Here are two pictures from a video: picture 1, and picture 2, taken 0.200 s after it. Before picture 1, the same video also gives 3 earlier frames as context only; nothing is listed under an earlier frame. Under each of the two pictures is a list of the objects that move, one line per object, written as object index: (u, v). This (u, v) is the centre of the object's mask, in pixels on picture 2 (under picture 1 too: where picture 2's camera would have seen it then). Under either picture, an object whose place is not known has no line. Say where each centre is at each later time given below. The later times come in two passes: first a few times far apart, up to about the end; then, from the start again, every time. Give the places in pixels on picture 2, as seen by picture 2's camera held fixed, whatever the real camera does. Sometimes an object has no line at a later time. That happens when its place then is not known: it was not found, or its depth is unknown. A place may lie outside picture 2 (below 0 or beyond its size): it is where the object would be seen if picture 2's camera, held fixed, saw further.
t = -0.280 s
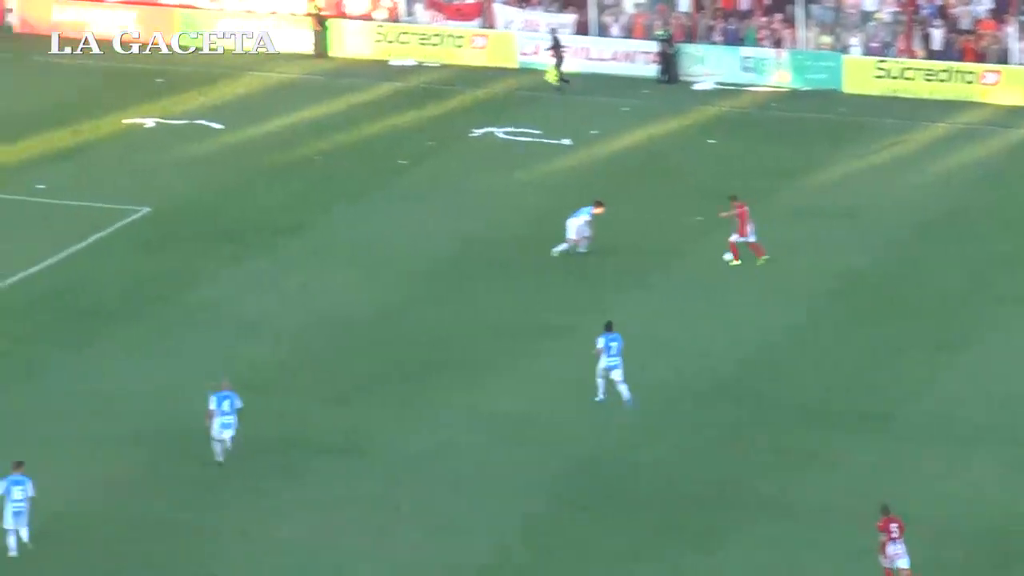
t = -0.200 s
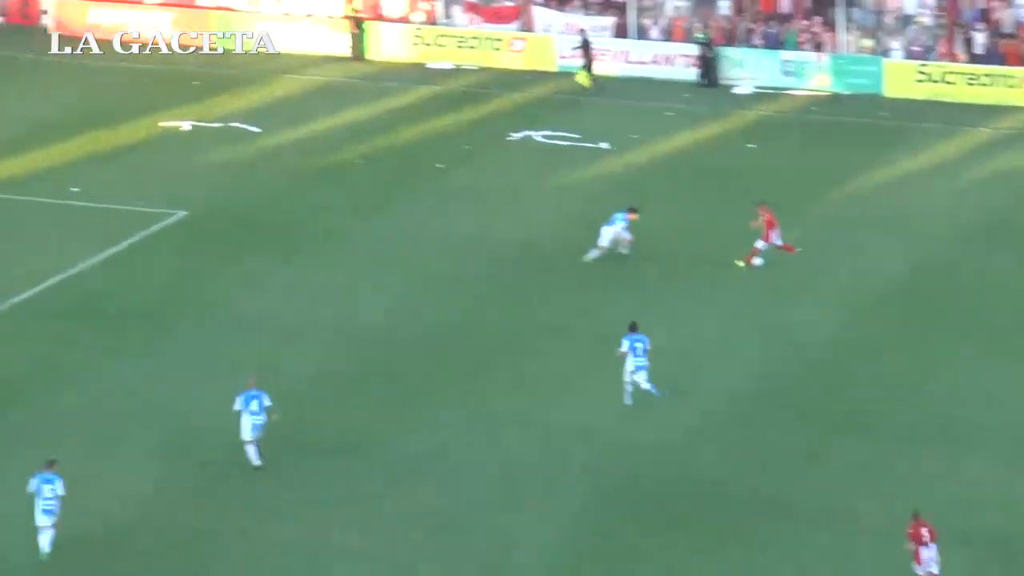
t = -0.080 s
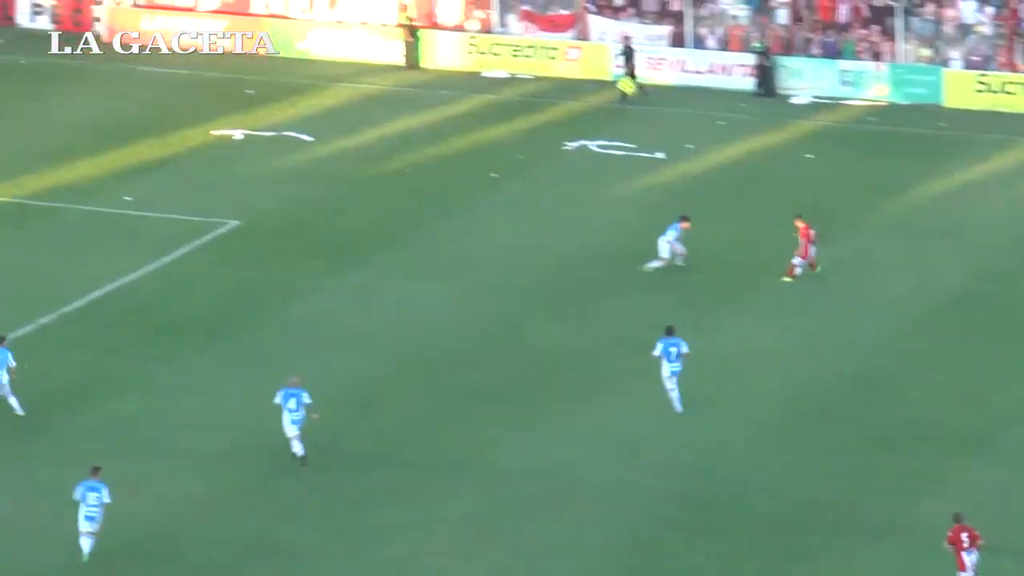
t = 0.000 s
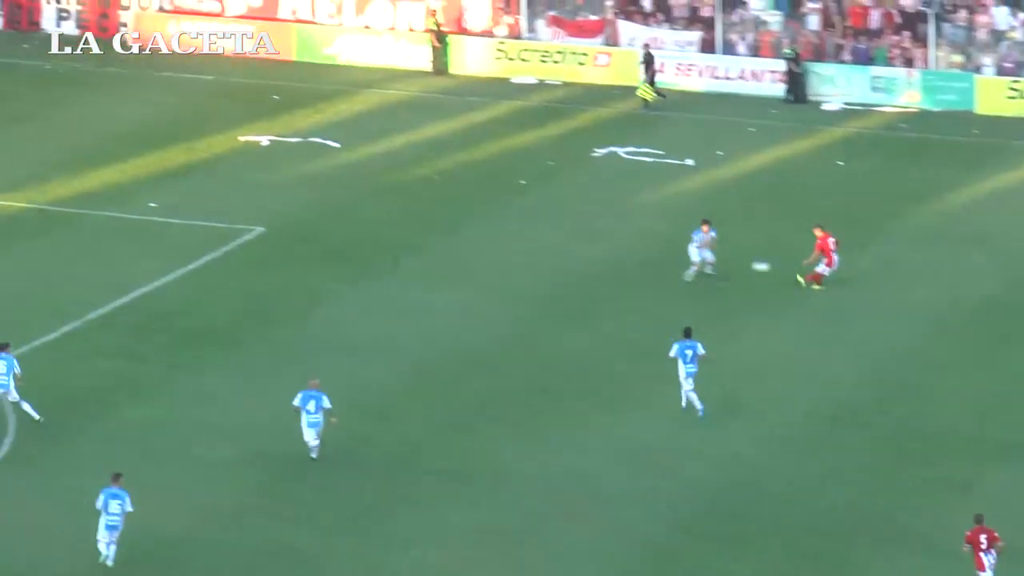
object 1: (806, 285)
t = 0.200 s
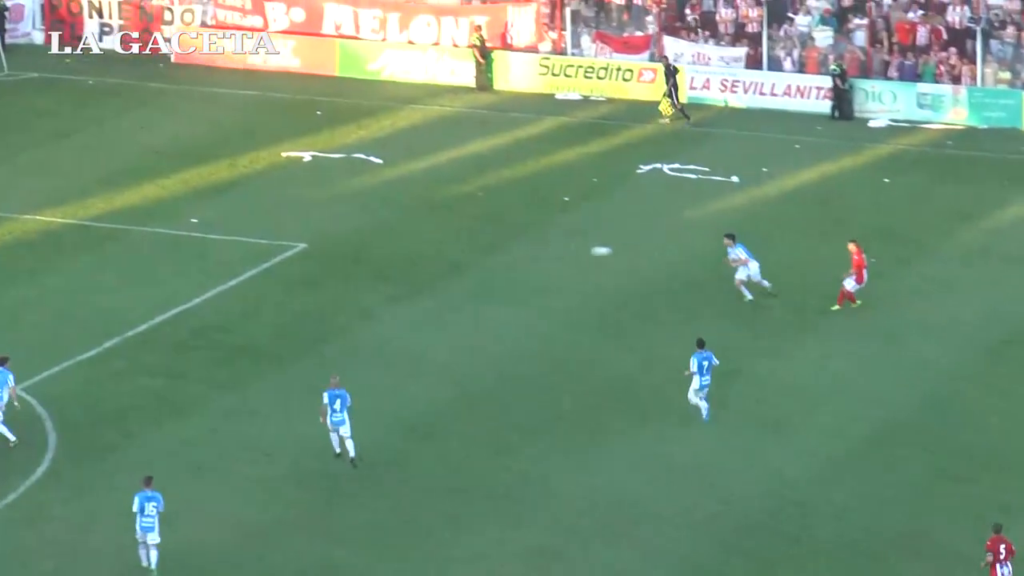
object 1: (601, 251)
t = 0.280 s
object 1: (522, 242)
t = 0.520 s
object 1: (295, 230)
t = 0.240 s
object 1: (561, 247)
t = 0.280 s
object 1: (522, 242)
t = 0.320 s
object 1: (482, 239)
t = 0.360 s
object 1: (444, 236)
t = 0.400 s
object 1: (406, 234)
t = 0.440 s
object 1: (369, 232)
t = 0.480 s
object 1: (332, 230)
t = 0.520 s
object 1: (295, 230)
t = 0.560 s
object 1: (260, 230)
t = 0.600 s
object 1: (226, 230)
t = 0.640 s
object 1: (192, 231)
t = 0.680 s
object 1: (158, 232)
